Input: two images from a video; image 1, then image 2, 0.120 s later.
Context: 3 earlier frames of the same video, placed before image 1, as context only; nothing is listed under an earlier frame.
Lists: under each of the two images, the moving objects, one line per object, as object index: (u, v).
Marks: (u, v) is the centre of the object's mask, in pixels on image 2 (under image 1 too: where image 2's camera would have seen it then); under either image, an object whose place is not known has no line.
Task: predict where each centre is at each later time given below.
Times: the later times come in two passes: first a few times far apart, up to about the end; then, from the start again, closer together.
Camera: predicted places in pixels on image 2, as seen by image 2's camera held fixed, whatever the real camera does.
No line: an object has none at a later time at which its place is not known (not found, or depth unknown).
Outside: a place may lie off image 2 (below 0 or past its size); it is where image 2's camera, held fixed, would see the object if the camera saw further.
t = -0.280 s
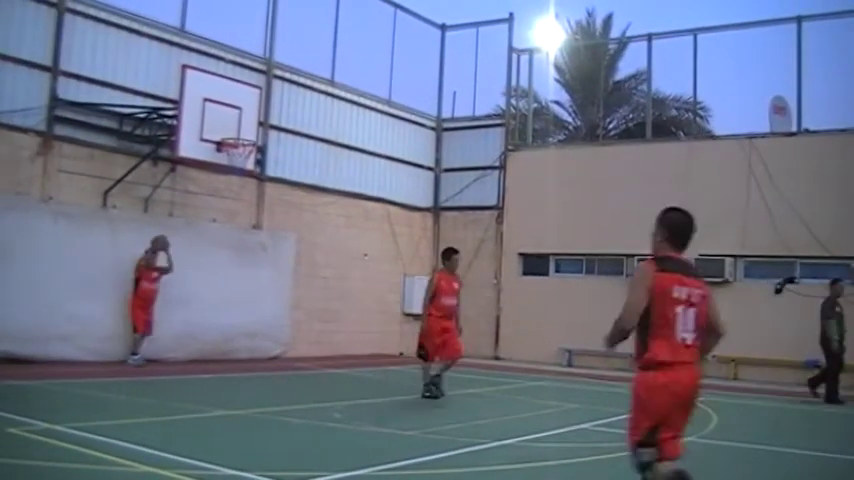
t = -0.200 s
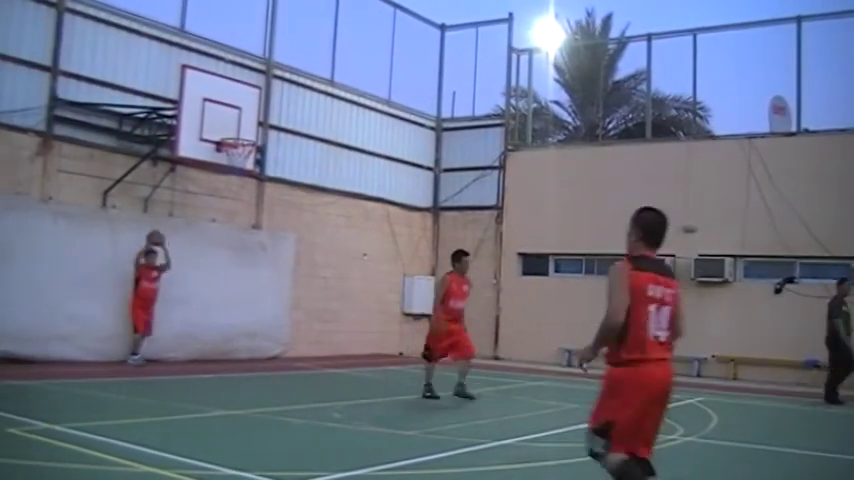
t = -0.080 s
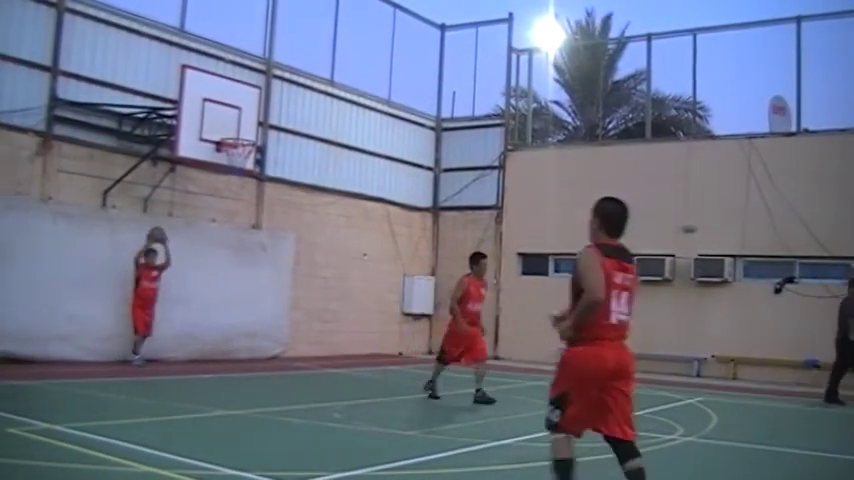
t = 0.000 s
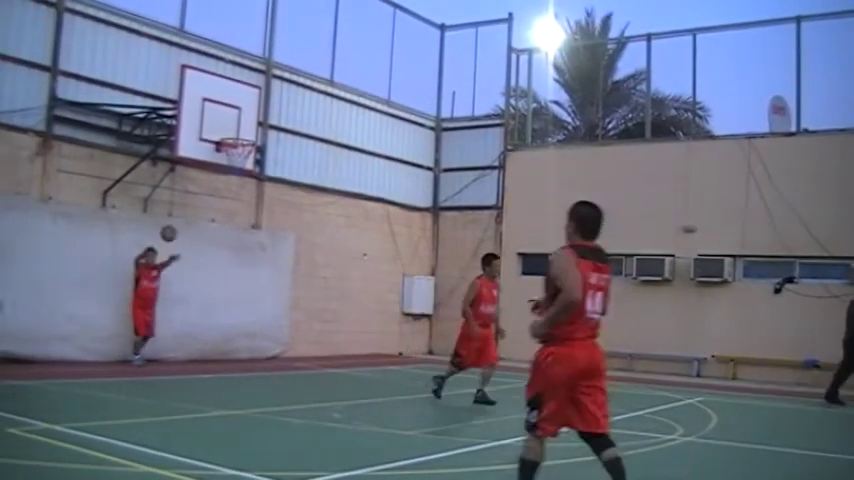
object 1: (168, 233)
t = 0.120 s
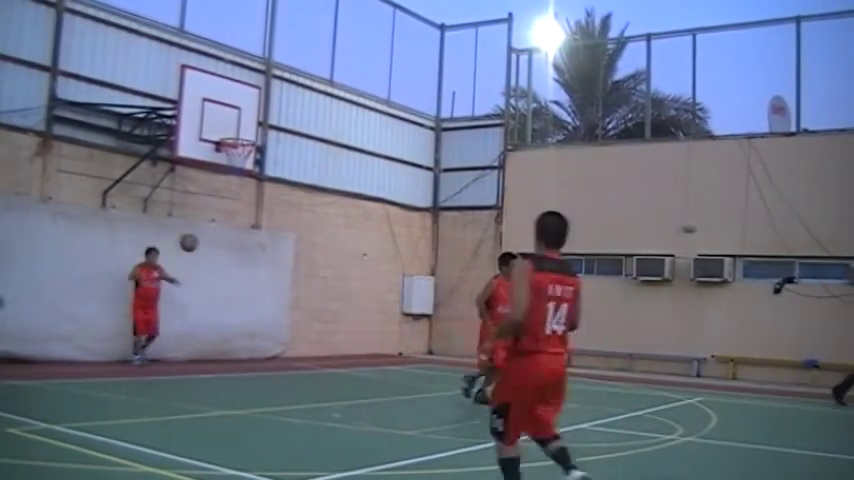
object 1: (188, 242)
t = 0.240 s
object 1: (211, 265)
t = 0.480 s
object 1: (266, 369)
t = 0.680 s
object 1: (317, 344)
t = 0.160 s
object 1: (196, 248)
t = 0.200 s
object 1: (203, 256)
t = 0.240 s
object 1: (211, 265)
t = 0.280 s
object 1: (219, 276)
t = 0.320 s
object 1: (227, 289)
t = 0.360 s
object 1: (236, 305)
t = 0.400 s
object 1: (245, 323)
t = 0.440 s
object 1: (255, 343)
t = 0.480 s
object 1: (266, 369)
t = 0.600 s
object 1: (296, 384)
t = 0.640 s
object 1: (306, 362)
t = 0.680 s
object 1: (317, 344)
